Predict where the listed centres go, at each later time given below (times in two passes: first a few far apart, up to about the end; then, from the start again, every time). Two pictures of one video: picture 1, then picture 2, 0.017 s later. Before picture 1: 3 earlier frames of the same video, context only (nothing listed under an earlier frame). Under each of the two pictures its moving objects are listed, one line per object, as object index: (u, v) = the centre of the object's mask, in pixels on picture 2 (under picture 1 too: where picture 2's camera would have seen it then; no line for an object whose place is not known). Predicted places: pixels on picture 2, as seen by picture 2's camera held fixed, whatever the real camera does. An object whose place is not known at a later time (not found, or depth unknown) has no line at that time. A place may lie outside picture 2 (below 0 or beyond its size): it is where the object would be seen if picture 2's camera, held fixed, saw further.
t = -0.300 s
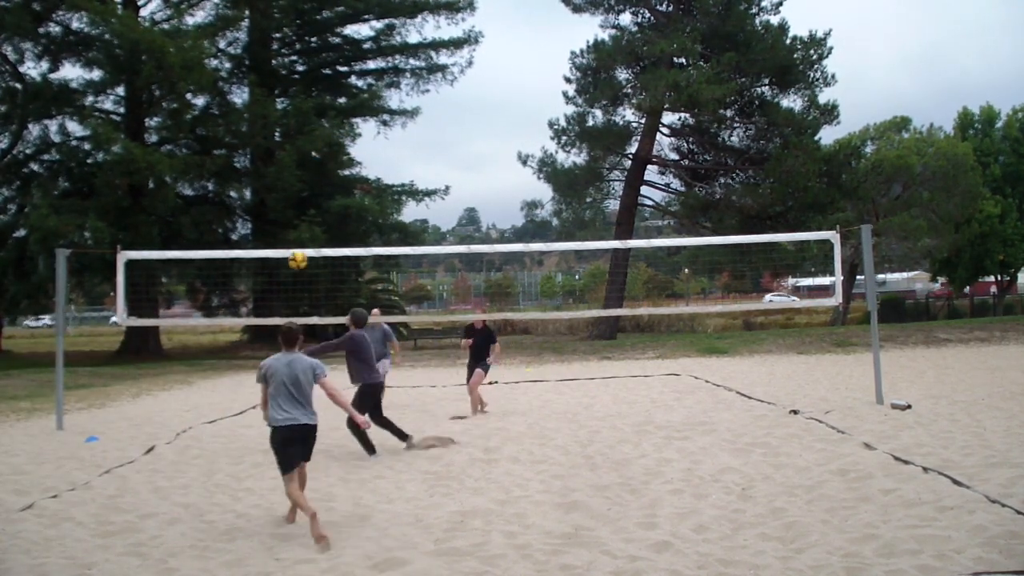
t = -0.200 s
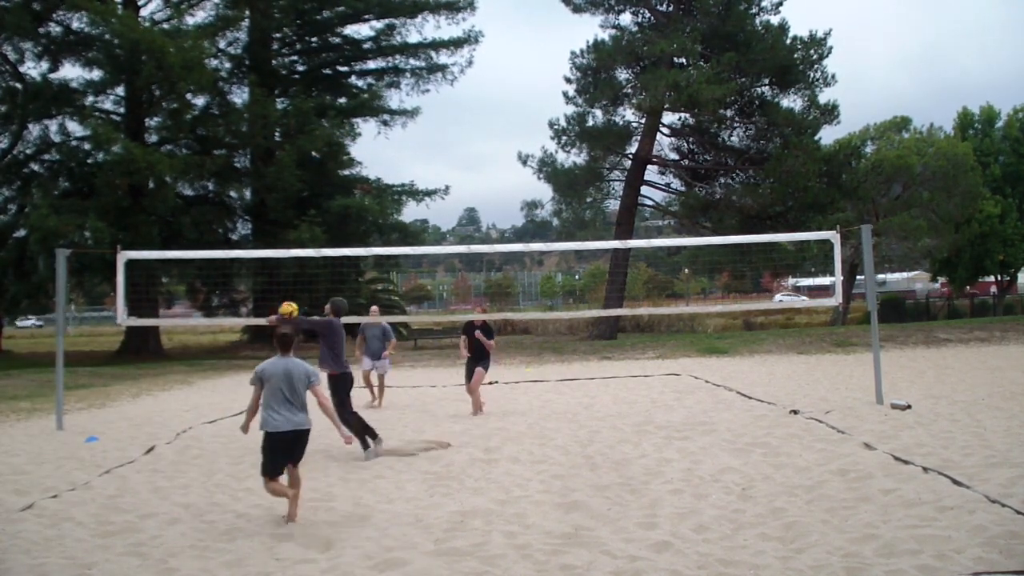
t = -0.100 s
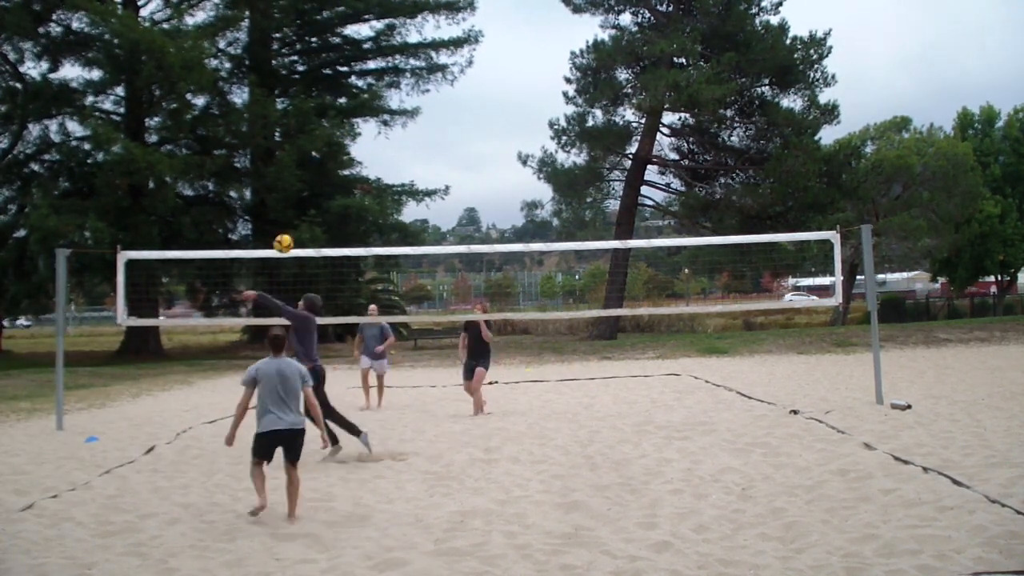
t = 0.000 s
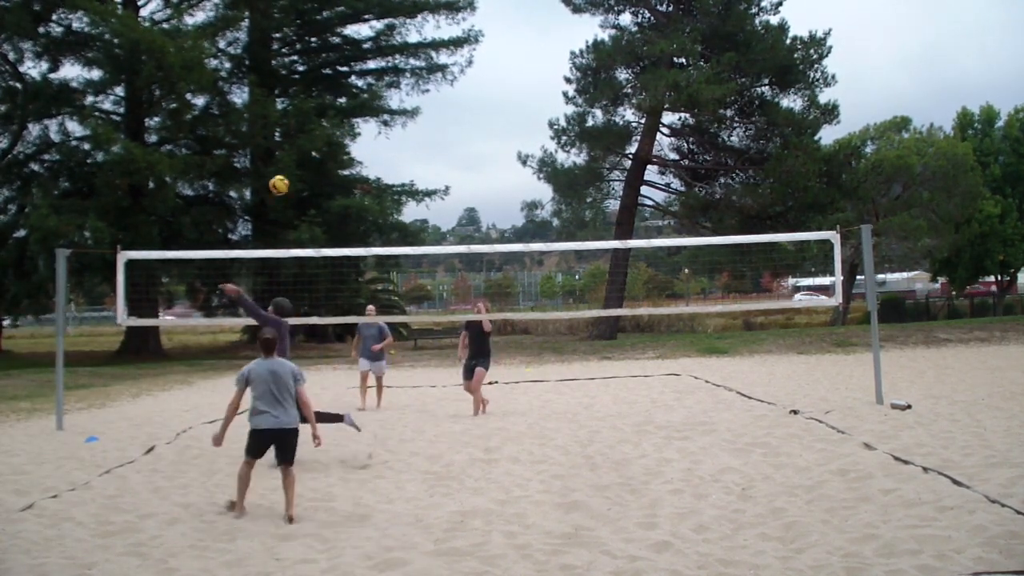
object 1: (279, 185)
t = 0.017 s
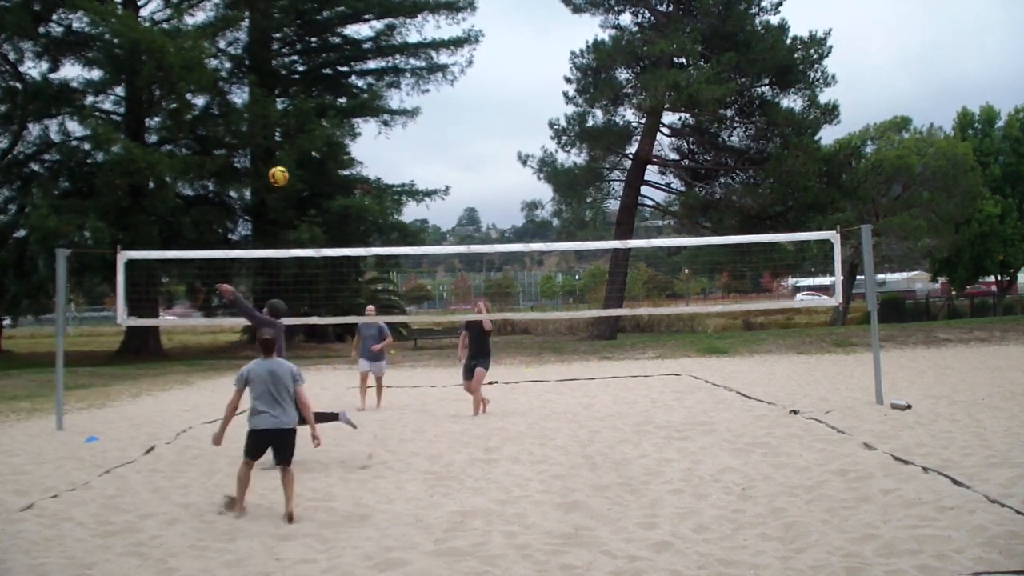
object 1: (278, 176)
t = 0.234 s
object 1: (272, 83)
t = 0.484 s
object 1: (265, 28)
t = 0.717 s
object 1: (259, 24)
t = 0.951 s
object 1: (250, 68)
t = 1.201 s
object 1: (242, 173)
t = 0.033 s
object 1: (277, 168)
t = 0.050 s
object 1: (277, 159)
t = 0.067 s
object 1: (277, 151)
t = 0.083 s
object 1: (277, 142)
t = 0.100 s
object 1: (276, 135)
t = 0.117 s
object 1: (275, 129)
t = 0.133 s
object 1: (275, 121)
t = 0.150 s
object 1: (274, 114)
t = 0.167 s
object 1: (273, 108)
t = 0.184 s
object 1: (273, 101)
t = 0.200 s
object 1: (272, 95)
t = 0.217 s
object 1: (272, 89)
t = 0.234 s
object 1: (272, 83)
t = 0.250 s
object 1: (271, 78)
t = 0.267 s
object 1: (271, 73)
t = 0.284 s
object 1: (270, 68)
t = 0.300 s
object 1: (270, 64)
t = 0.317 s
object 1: (270, 58)
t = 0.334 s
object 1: (268, 54)
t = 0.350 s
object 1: (268, 50)
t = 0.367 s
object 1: (268, 47)
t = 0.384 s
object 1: (268, 43)
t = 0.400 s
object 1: (268, 40)
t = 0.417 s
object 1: (267, 37)
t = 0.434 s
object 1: (267, 34)
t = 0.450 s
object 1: (266, 32)
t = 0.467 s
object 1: (266, 29)
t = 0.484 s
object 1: (265, 28)
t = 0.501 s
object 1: (265, 26)
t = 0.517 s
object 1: (264, 24)
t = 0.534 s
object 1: (264, 22)
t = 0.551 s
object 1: (263, 22)
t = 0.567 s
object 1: (262, 21)
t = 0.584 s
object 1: (262, 20)
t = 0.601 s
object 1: (261, 20)
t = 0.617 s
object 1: (261, 20)
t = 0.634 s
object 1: (261, 19)
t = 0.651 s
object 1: (260, 20)
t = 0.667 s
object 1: (260, 20)
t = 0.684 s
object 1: (259, 21)
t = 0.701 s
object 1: (259, 22)
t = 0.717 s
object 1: (259, 24)
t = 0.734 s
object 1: (259, 25)
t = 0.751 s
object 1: (258, 27)
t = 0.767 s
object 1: (258, 29)
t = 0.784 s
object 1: (257, 32)
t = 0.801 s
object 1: (256, 34)
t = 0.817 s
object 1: (256, 37)
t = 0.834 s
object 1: (255, 40)
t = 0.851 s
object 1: (255, 43)
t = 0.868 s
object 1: (254, 47)
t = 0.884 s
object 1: (253, 50)
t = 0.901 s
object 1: (252, 55)
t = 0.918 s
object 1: (252, 59)
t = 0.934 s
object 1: (251, 63)
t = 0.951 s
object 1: (250, 68)
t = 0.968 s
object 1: (250, 73)
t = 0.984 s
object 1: (250, 78)
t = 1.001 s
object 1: (249, 83)
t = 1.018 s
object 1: (249, 90)
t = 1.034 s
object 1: (249, 96)
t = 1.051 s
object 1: (248, 103)
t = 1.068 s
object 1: (247, 109)
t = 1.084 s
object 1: (246, 116)
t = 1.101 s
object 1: (246, 123)
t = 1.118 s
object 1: (245, 131)
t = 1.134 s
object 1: (245, 138)
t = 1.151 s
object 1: (244, 147)
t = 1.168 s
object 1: (243, 155)
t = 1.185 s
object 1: (242, 164)
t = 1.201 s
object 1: (242, 173)
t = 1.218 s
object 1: (241, 181)
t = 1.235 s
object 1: (241, 191)
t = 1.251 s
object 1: (240, 201)
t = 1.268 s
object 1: (240, 210)
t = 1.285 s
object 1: (239, 221)
